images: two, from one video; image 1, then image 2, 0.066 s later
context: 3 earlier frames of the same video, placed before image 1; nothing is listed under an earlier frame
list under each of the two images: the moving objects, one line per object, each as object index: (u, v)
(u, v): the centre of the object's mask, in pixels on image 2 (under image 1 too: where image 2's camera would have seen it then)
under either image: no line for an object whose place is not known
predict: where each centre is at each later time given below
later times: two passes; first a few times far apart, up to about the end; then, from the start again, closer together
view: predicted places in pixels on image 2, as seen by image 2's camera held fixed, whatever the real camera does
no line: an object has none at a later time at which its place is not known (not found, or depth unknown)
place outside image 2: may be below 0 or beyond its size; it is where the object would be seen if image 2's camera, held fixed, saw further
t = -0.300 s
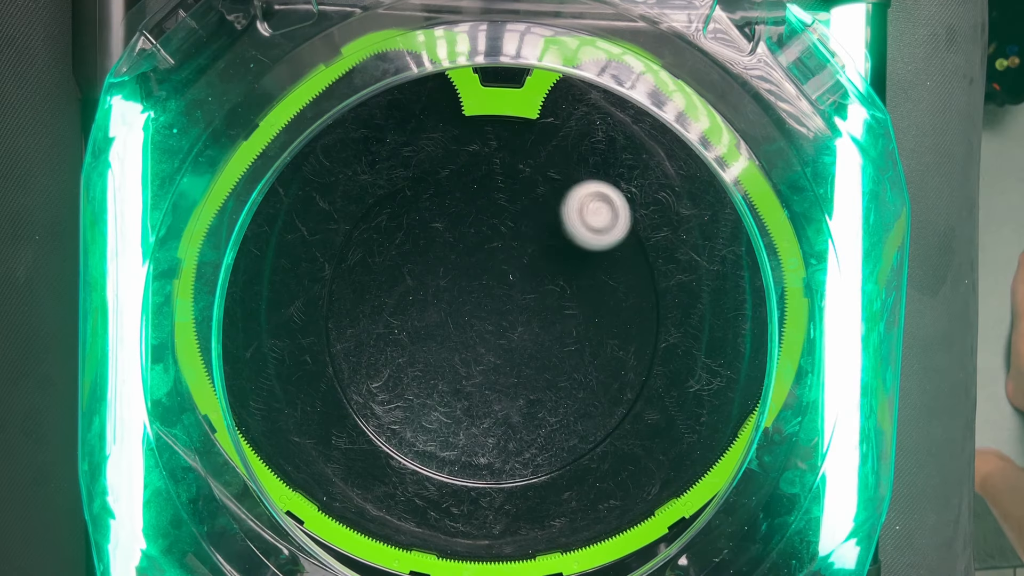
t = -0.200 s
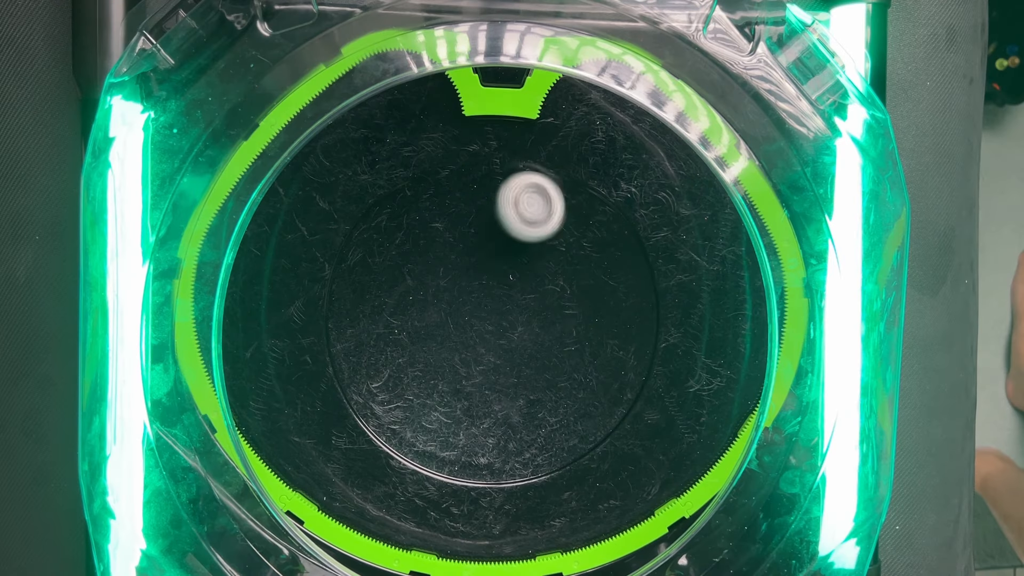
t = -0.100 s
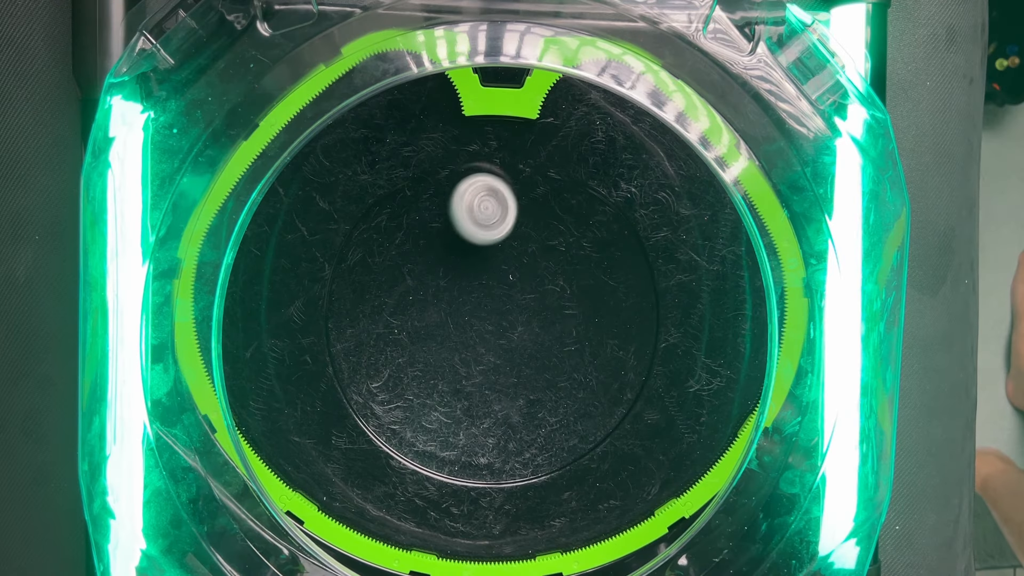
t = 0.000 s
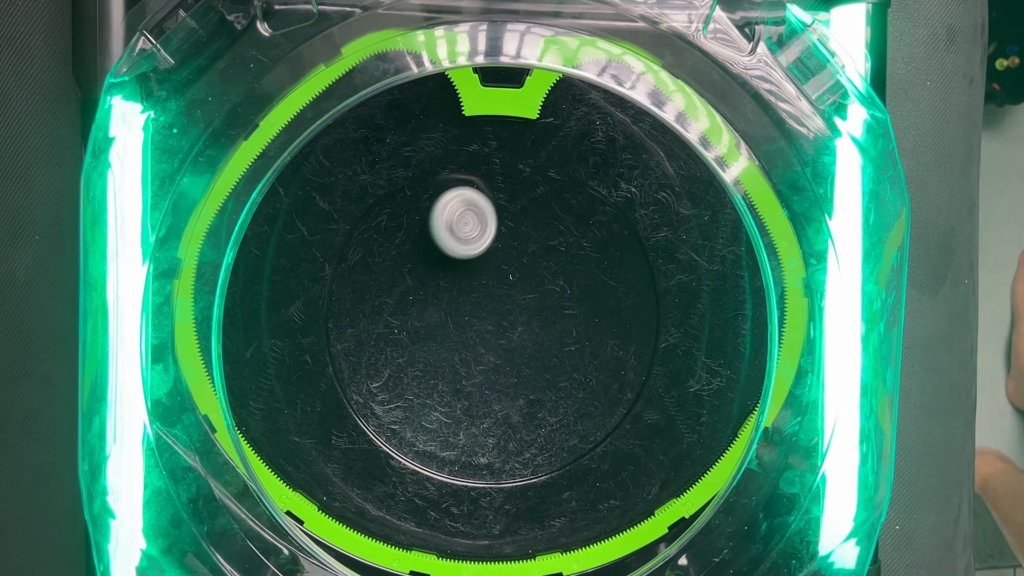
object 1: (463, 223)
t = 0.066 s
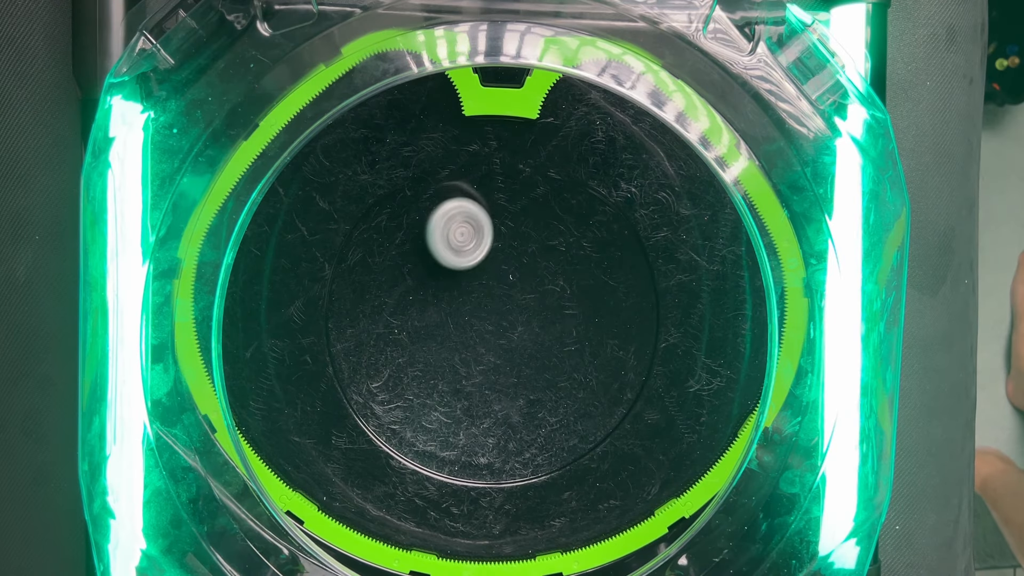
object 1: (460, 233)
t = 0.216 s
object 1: (465, 263)
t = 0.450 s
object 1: (488, 300)
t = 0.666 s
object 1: (508, 310)
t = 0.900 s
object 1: (518, 316)
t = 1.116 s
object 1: (520, 322)
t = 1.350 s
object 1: (515, 327)
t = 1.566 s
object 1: (507, 328)
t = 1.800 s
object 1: (498, 325)
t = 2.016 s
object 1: (494, 320)
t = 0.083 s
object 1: (459, 237)
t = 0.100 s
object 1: (459, 240)
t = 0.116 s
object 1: (460, 243)
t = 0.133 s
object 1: (460, 246)
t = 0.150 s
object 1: (461, 250)
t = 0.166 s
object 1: (462, 253)
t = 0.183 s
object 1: (462, 257)
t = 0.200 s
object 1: (464, 260)
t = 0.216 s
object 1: (465, 263)
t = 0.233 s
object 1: (466, 267)
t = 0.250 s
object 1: (468, 270)
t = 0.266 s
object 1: (469, 273)
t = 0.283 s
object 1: (471, 277)
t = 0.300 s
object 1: (472, 280)
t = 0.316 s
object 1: (474, 283)
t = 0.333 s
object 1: (476, 285)
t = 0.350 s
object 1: (477, 288)
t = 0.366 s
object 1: (479, 291)
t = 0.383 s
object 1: (481, 293)
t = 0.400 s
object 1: (483, 295)
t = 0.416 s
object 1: (485, 297)
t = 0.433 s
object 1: (487, 299)
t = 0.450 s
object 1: (488, 300)
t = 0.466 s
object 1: (490, 302)
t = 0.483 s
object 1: (492, 303)
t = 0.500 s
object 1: (494, 304)
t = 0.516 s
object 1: (496, 305)
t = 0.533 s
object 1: (497, 306)
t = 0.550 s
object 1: (499, 306)
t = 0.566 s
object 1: (501, 307)
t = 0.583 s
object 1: (502, 308)
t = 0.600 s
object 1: (503, 308)
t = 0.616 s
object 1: (505, 309)
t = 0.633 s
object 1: (506, 309)
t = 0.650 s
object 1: (507, 310)
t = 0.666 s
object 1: (508, 310)
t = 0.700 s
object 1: (509, 311)
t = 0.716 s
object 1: (510, 312)
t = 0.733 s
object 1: (511, 312)
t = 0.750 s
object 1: (512, 313)
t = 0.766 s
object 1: (513, 313)
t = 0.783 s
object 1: (514, 314)
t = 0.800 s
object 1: (515, 314)
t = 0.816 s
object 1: (515, 314)
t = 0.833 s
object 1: (516, 315)
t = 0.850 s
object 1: (517, 315)
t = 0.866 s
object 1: (517, 316)
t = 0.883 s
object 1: (518, 316)
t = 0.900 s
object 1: (518, 316)
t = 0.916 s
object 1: (518, 317)
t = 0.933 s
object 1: (519, 317)
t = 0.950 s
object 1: (519, 318)
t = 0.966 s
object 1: (519, 318)
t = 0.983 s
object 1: (519, 318)
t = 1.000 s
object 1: (520, 319)
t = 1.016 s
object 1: (520, 320)
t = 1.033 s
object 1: (520, 320)
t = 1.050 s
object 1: (520, 321)
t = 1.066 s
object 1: (520, 321)
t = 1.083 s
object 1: (520, 321)
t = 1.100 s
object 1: (520, 322)
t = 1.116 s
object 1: (520, 322)
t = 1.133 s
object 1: (520, 323)
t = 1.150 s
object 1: (519, 323)
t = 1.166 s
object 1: (519, 323)
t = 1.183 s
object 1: (519, 324)
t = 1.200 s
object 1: (519, 324)
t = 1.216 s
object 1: (519, 325)
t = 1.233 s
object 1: (518, 325)
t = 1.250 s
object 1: (518, 325)
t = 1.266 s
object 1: (518, 326)
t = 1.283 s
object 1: (517, 326)
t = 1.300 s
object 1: (517, 326)
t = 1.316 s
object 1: (517, 326)
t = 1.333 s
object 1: (516, 327)
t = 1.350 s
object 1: (515, 327)
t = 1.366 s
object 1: (515, 327)
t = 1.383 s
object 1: (514, 327)
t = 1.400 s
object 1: (514, 327)
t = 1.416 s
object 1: (513, 327)
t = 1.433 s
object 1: (512, 328)
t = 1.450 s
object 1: (512, 328)
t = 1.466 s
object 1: (511, 328)
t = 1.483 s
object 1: (510, 328)
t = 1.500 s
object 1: (510, 328)
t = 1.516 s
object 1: (509, 328)
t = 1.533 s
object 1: (508, 328)
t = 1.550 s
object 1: (508, 328)
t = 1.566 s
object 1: (507, 328)
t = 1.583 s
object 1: (506, 328)
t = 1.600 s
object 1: (505, 328)
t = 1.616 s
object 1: (505, 328)
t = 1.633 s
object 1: (504, 328)
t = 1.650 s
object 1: (503, 328)
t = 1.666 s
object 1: (503, 327)
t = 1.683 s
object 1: (502, 327)
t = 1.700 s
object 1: (502, 327)
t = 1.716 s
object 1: (501, 327)
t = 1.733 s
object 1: (500, 326)
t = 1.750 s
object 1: (500, 326)
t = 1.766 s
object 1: (499, 326)
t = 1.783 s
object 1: (499, 325)
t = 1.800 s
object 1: (498, 325)
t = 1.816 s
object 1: (498, 325)
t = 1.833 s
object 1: (498, 324)
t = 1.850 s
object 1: (497, 324)
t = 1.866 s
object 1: (497, 323)
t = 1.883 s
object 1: (496, 323)
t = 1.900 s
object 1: (496, 323)
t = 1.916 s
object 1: (496, 322)
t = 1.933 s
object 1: (495, 322)
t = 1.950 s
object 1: (495, 322)
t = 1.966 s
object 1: (495, 321)
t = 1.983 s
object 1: (494, 321)
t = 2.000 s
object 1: (494, 320)
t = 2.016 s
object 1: (494, 320)
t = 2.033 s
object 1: (494, 319)
